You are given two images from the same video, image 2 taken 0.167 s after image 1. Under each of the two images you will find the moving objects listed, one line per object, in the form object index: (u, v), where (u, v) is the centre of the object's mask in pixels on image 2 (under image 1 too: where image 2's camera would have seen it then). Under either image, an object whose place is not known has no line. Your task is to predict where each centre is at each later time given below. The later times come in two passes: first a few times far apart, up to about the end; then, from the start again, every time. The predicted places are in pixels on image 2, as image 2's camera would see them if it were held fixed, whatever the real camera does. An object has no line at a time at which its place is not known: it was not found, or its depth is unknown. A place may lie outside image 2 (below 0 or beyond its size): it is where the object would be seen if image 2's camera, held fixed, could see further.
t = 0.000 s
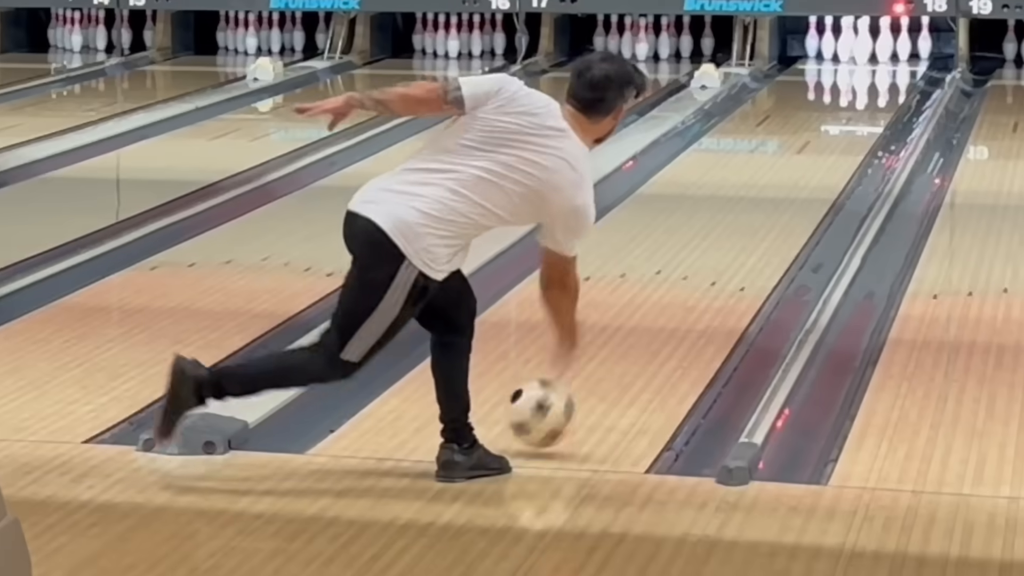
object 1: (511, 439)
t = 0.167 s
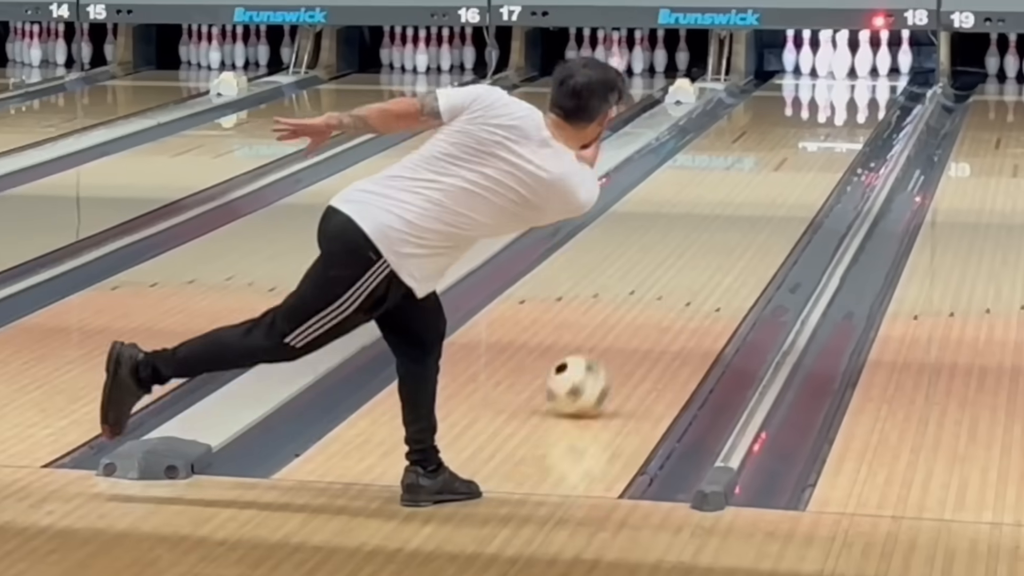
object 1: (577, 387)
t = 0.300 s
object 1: (622, 344)
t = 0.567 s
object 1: (690, 277)
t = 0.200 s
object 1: (589, 374)
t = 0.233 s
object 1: (601, 363)
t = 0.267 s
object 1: (612, 354)
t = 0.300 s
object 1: (622, 344)
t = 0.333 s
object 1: (631, 334)
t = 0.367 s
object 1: (640, 324)
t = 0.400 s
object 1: (649, 316)
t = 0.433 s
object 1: (649, 313)
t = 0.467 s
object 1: (667, 299)
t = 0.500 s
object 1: (675, 293)
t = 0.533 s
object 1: (683, 287)
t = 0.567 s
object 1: (690, 277)
